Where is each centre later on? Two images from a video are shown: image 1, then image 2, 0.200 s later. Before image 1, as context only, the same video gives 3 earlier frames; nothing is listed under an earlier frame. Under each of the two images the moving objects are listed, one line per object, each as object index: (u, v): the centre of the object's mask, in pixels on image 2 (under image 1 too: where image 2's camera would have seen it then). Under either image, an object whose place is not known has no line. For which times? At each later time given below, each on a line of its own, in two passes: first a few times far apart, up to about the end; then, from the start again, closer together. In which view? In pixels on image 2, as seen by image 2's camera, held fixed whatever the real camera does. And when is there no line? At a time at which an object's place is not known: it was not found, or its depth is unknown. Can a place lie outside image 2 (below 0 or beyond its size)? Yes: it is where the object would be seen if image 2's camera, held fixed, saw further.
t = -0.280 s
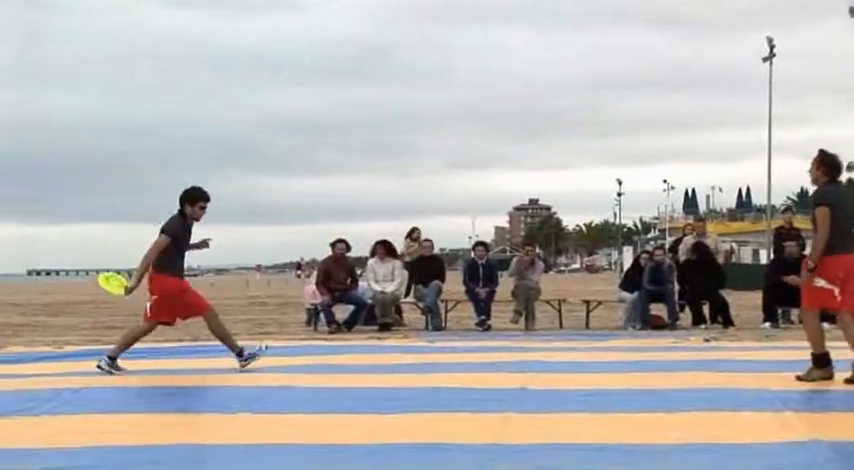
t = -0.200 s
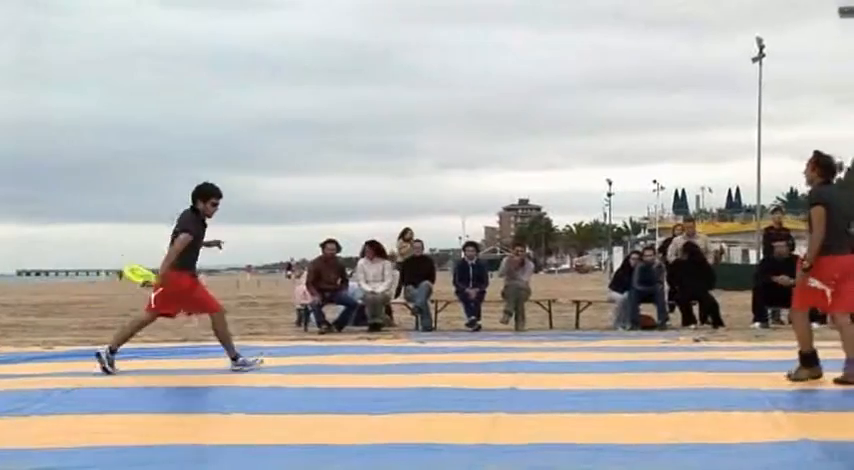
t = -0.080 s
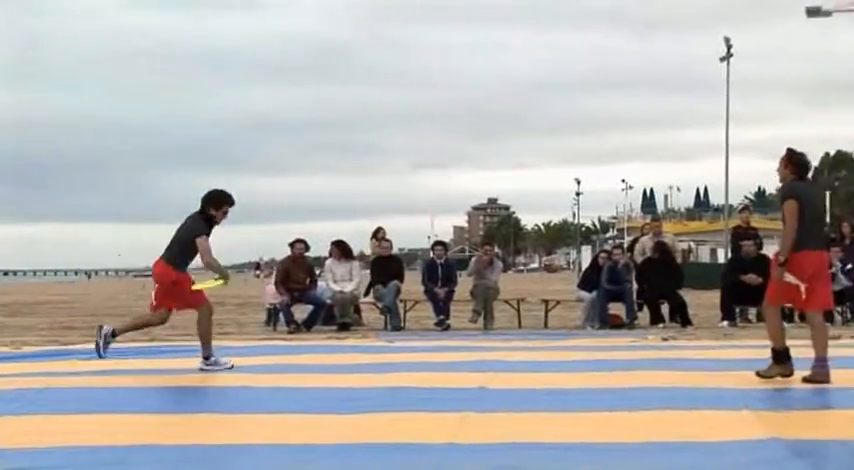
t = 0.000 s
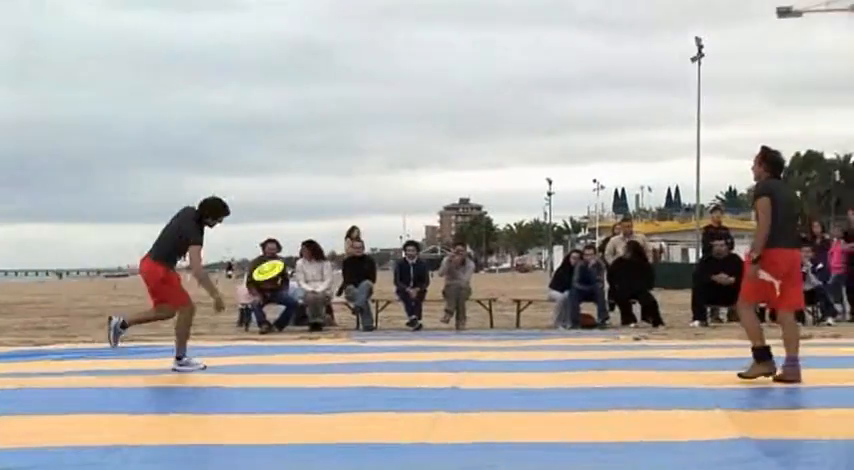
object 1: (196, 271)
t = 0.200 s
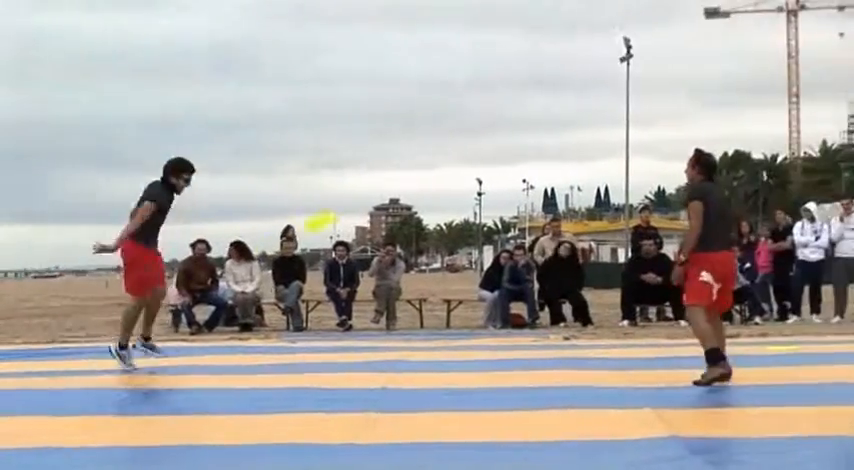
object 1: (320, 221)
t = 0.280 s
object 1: (362, 199)
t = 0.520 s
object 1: (476, 149)
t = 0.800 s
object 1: (586, 122)
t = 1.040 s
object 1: (658, 133)
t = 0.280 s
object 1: (362, 199)
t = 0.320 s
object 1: (383, 190)
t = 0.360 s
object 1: (403, 180)
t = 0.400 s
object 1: (422, 172)
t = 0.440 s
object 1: (441, 163)
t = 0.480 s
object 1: (458, 157)
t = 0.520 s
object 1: (476, 149)
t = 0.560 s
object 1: (494, 143)
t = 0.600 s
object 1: (511, 138)
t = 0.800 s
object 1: (586, 122)
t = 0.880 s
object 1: (611, 123)
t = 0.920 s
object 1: (622, 125)
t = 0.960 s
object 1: (635, 128)
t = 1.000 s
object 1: (648, 130)
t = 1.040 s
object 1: (658, 133)
